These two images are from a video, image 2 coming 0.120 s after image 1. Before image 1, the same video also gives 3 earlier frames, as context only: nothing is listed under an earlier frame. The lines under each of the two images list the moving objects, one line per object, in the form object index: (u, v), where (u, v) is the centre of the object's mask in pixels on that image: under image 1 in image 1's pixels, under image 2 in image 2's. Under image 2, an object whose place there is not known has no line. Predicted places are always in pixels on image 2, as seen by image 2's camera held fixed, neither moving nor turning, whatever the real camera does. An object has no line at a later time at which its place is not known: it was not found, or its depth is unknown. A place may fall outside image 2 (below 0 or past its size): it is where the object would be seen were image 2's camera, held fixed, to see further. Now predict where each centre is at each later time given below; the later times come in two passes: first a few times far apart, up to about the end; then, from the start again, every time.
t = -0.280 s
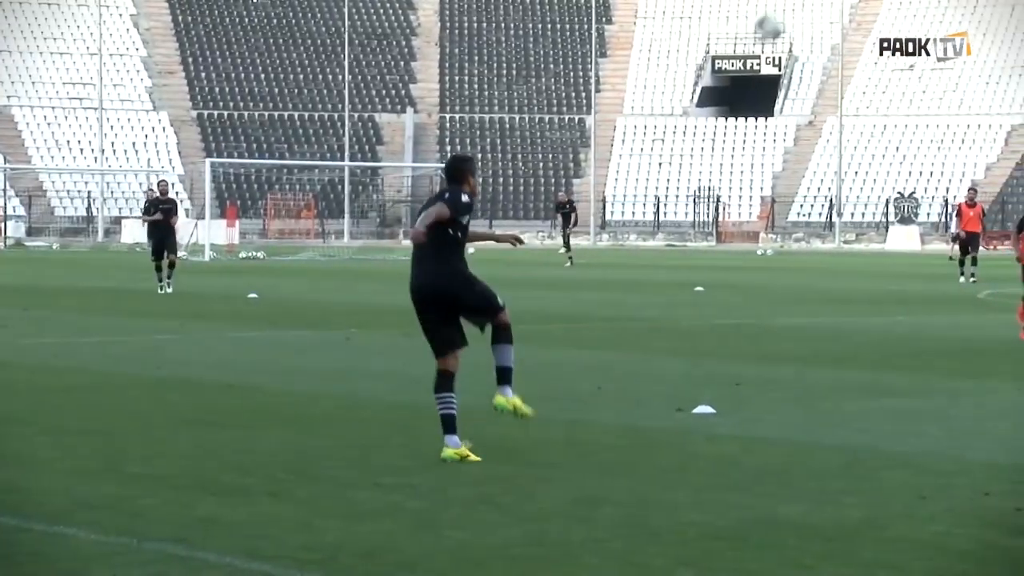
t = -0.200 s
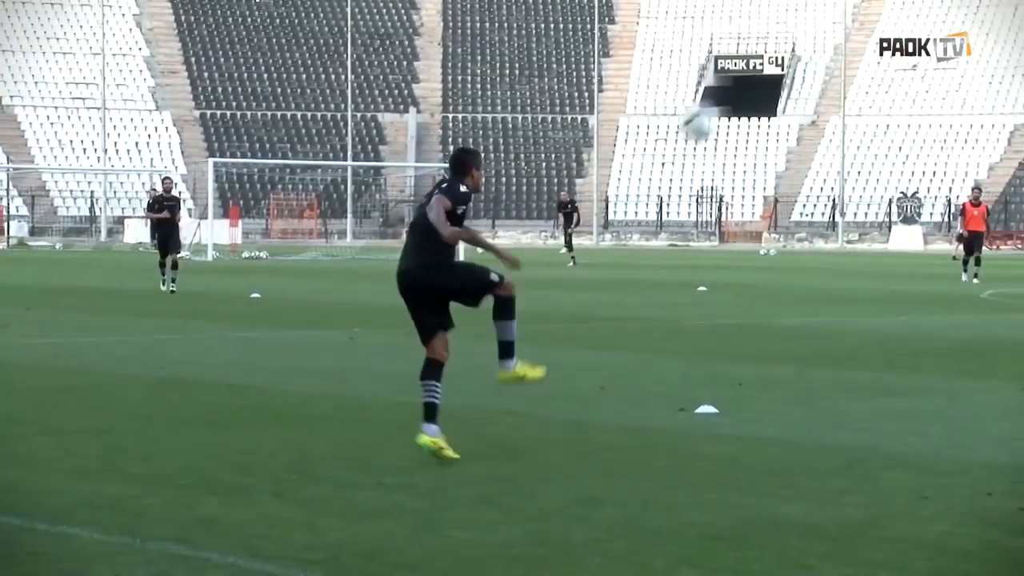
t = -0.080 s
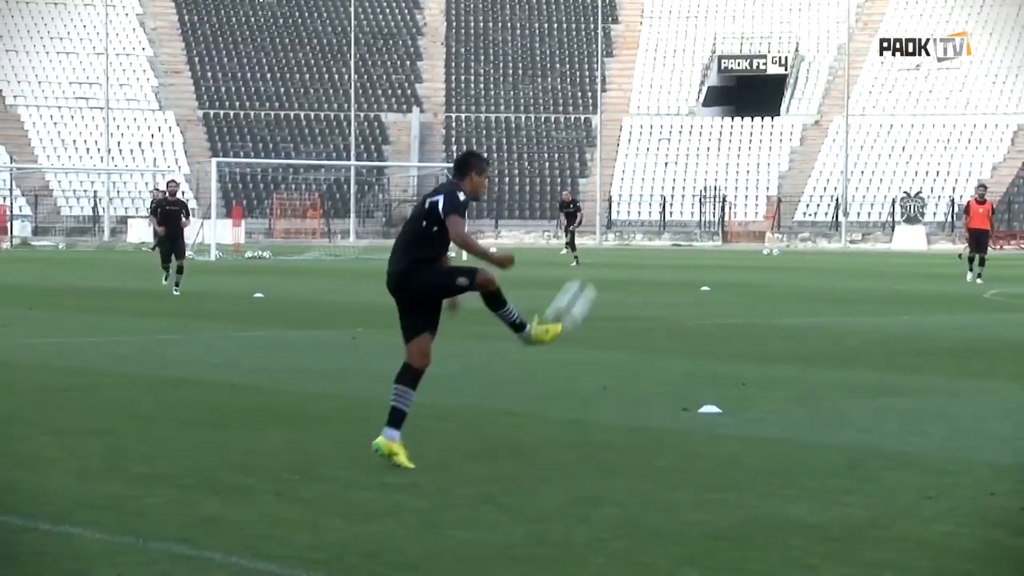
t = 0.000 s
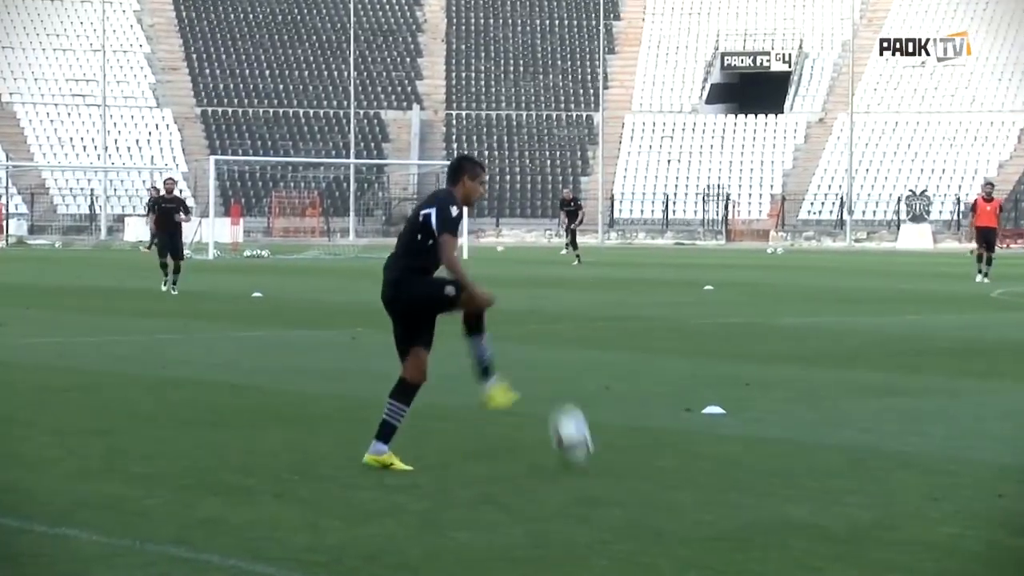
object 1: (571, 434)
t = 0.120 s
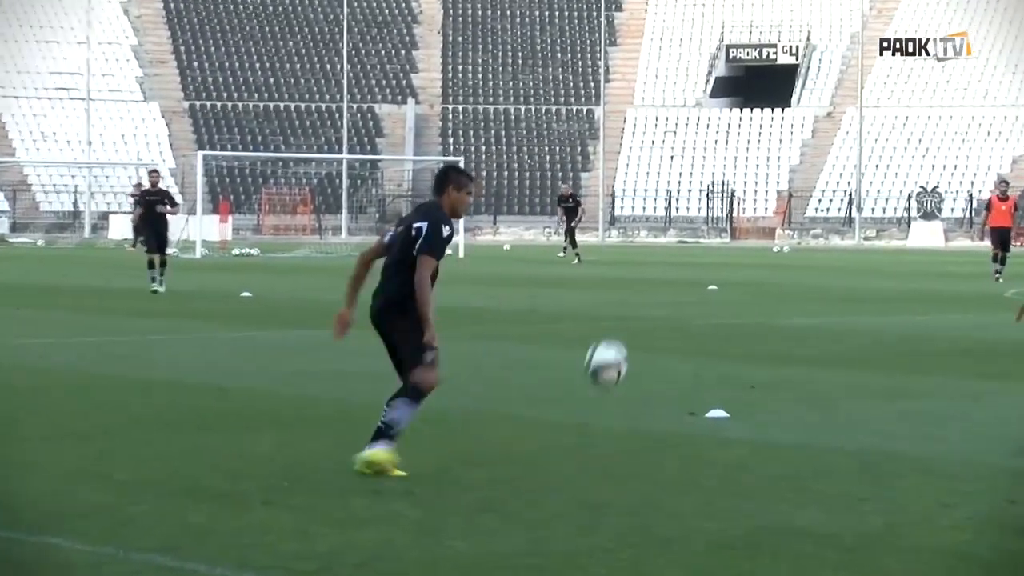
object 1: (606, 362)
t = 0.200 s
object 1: (630, 300)
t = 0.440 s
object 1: (704, 167)
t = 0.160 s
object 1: (617, 329)
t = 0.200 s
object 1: (630, 300)
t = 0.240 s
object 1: (642, 271)
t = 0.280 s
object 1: (653, 244)
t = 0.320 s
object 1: (665, 221)
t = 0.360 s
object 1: (679, 200)
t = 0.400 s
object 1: (693, 181)
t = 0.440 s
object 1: (704, 167)
